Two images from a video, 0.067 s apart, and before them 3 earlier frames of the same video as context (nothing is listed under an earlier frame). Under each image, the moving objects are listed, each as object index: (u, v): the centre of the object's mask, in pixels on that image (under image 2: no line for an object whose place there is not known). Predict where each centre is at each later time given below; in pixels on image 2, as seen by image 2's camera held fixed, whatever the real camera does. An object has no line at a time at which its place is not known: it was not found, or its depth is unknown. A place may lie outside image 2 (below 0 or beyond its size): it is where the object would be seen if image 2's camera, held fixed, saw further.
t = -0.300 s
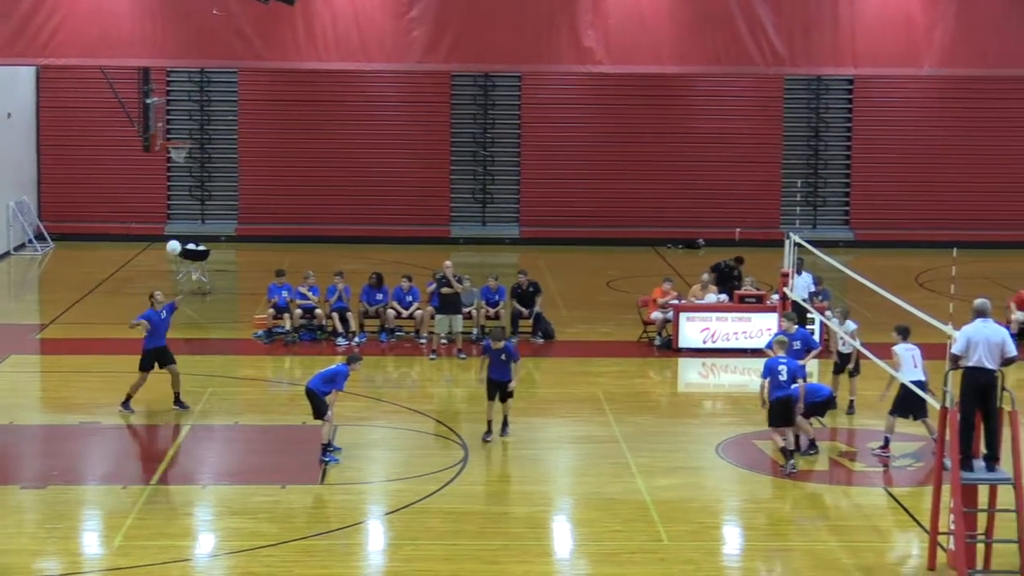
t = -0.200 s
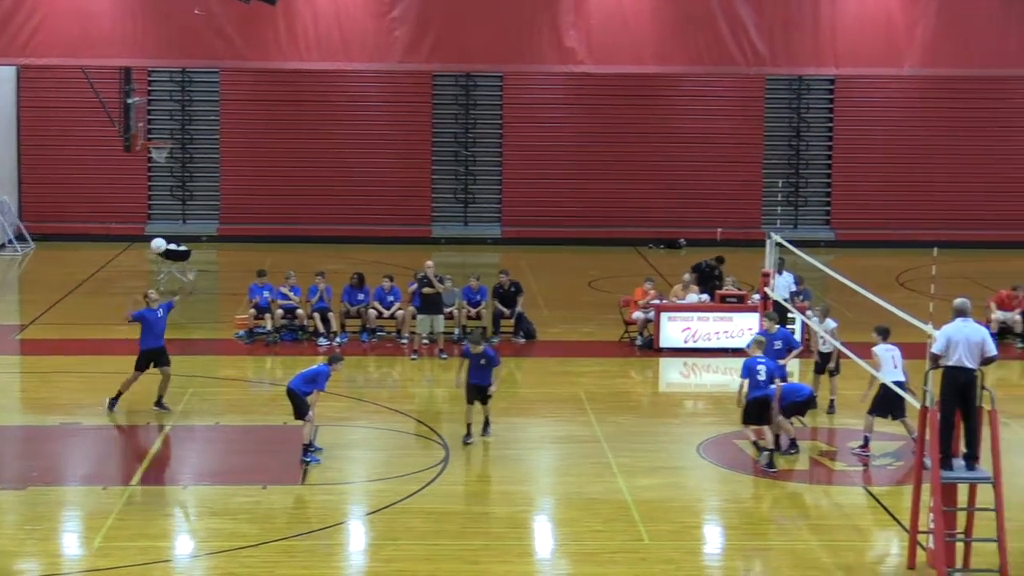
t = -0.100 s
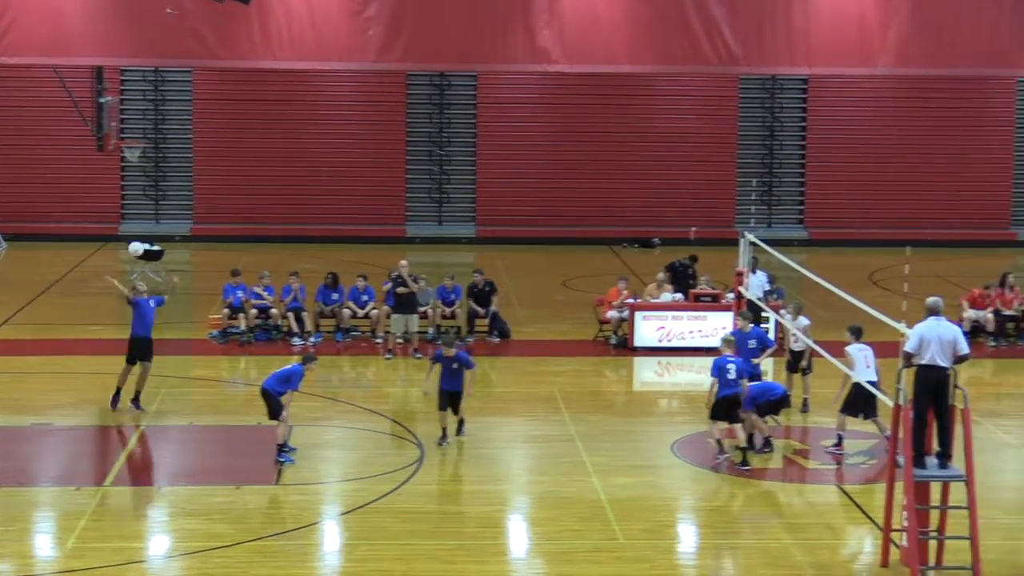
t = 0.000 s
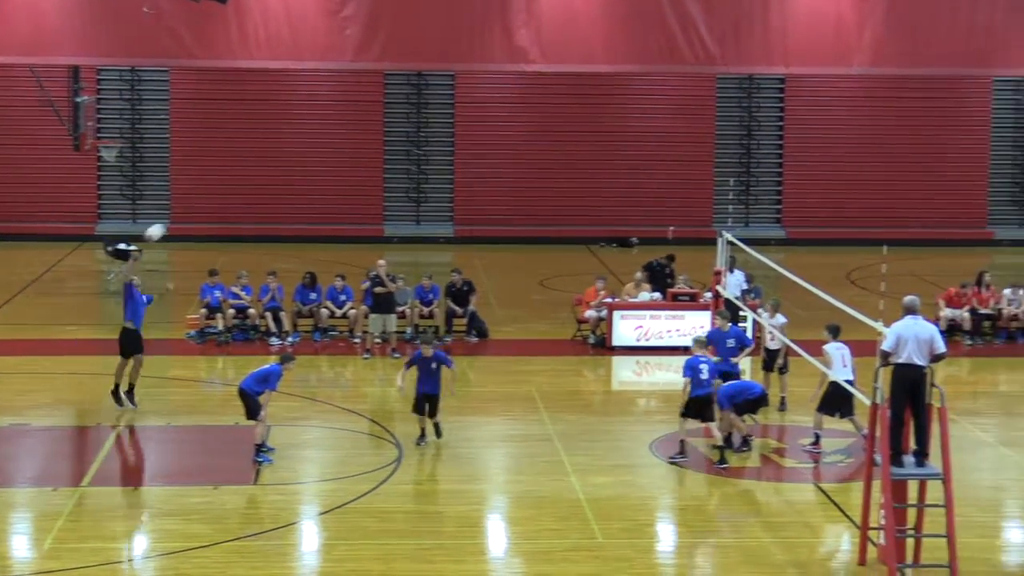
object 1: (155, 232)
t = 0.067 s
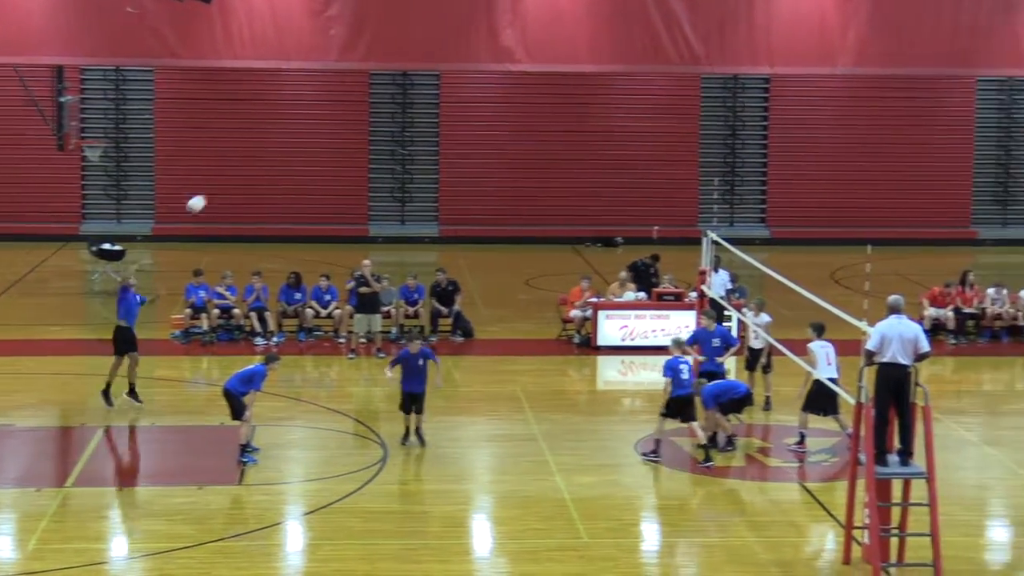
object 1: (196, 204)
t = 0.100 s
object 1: (224, 191)
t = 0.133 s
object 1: (249, 178)
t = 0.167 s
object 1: (273, 167)
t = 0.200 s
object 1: (298, 157)
